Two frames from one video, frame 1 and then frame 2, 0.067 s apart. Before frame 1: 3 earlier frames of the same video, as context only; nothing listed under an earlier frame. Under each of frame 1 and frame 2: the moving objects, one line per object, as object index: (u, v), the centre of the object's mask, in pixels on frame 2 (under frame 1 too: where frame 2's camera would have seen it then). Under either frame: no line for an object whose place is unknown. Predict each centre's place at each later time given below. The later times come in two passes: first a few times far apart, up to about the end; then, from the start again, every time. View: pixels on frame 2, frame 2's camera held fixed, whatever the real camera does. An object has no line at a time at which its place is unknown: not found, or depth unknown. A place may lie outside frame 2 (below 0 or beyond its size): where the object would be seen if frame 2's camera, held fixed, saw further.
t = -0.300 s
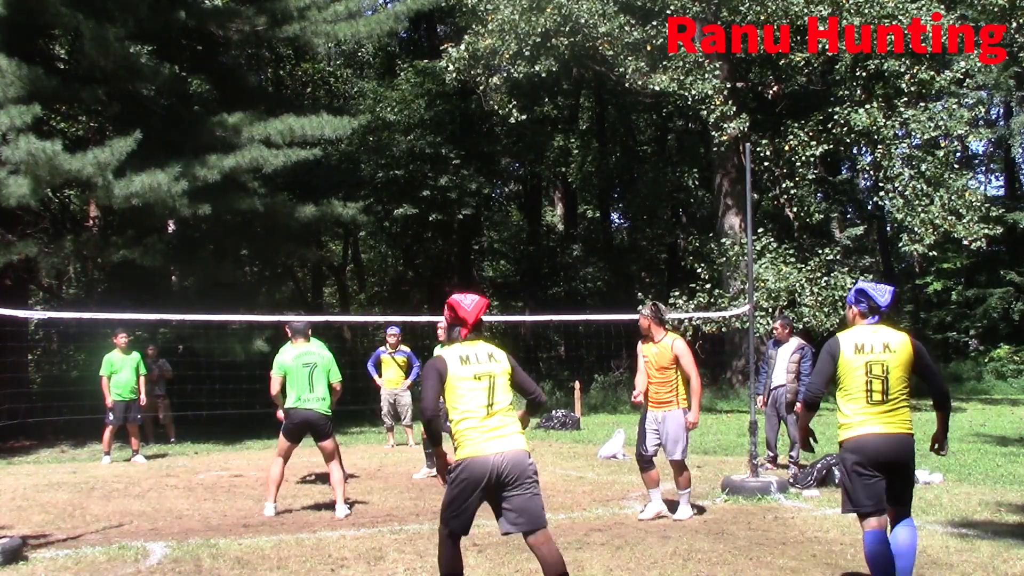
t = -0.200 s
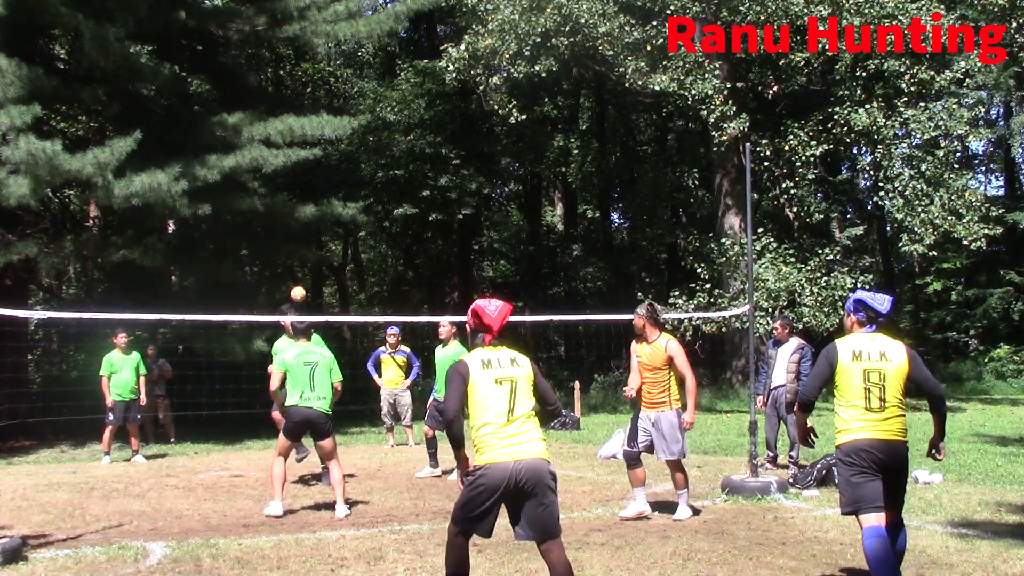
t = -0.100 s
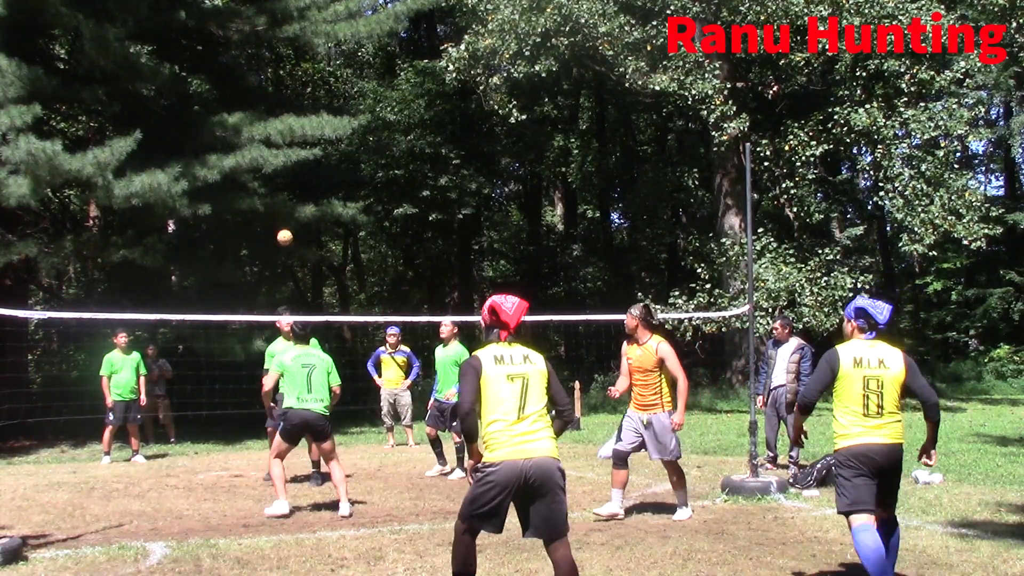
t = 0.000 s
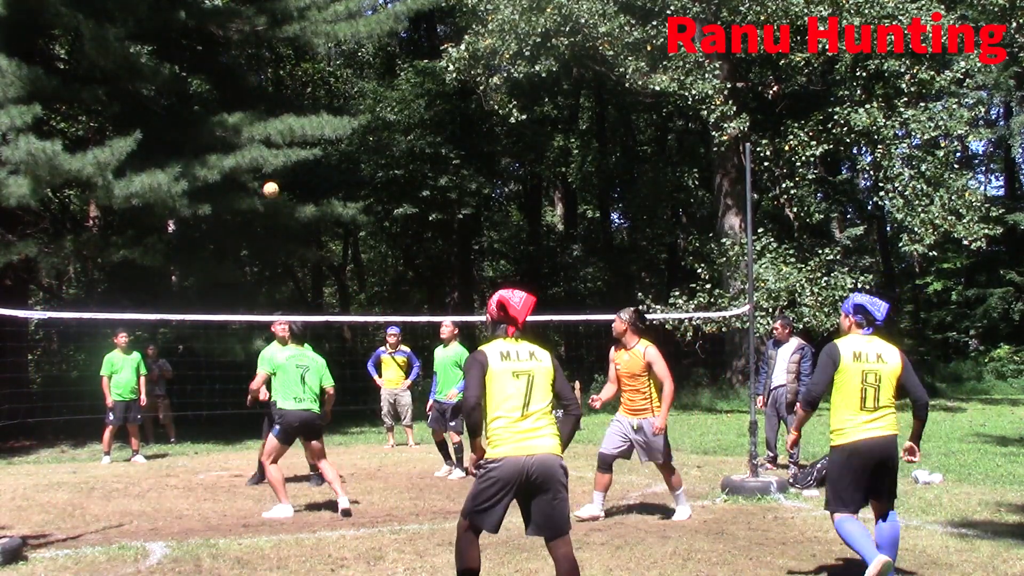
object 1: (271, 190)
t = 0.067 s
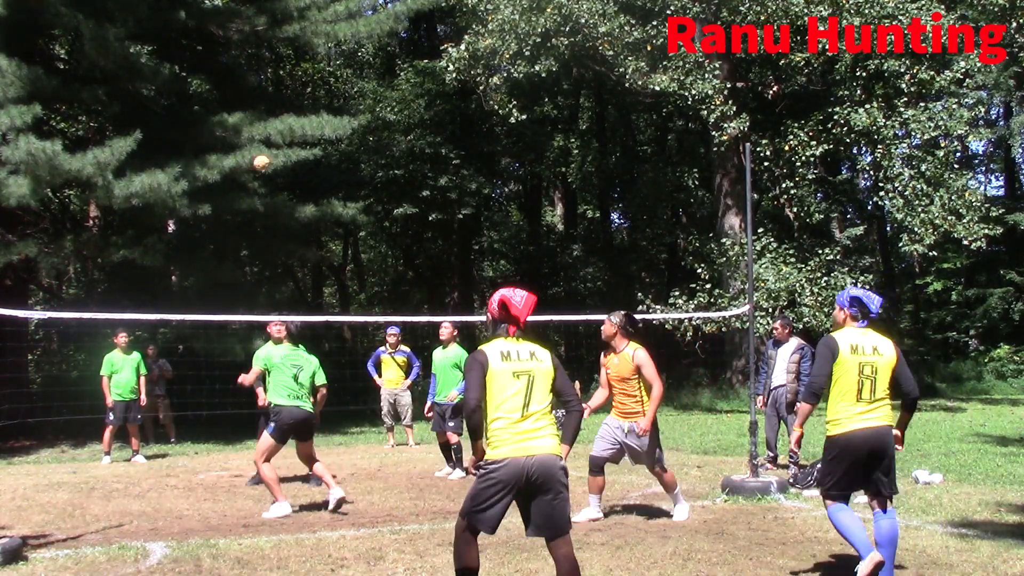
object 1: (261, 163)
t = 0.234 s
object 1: (237, 114)
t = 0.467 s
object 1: (201, 102)
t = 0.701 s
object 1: (160, 160)
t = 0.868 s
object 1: (130, 256)
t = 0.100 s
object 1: (257, 151)
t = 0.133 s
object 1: (252, 140)
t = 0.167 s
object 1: (247, 130)
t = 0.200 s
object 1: (242, 123)
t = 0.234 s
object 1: (237, 114)
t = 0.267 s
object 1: (232, 109)
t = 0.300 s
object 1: (227, 106)
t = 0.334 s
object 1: (222, 102)
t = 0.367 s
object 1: (217, 100)
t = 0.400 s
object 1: (211, 99)
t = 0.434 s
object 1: (206, 100)
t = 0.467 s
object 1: (201, 102)
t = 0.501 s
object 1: (195, 106)
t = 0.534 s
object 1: (190, 111)
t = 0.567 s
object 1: (184, 117)
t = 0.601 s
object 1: (178, 126)
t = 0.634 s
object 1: (172, 136)
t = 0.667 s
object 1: (167, 147)
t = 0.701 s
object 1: (160, 160)
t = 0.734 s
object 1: (154, 175)
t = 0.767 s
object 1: (148, 193)
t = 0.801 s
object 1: (142, 212)
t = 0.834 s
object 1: (136, 233)
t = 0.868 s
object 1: (130, 256)
